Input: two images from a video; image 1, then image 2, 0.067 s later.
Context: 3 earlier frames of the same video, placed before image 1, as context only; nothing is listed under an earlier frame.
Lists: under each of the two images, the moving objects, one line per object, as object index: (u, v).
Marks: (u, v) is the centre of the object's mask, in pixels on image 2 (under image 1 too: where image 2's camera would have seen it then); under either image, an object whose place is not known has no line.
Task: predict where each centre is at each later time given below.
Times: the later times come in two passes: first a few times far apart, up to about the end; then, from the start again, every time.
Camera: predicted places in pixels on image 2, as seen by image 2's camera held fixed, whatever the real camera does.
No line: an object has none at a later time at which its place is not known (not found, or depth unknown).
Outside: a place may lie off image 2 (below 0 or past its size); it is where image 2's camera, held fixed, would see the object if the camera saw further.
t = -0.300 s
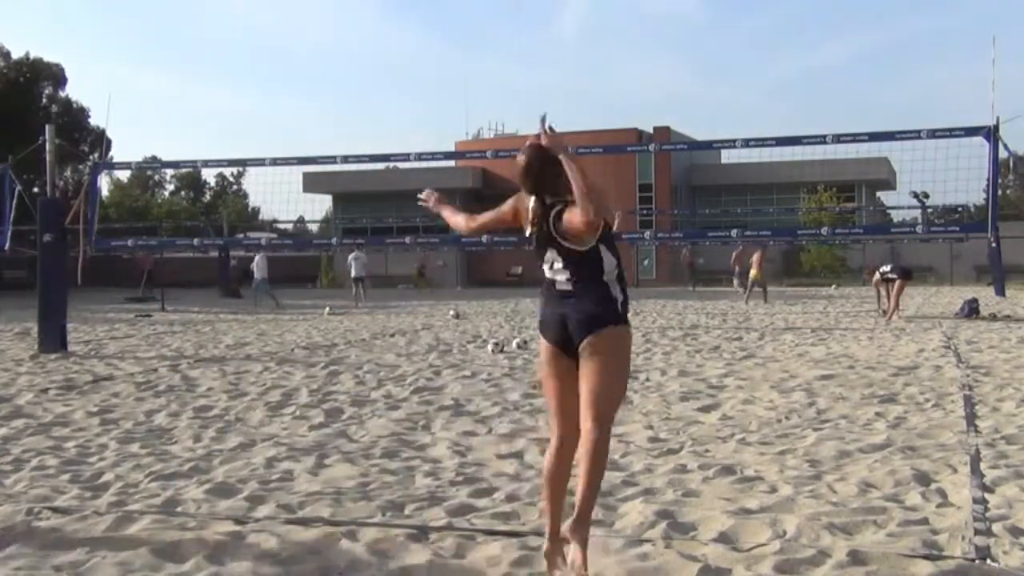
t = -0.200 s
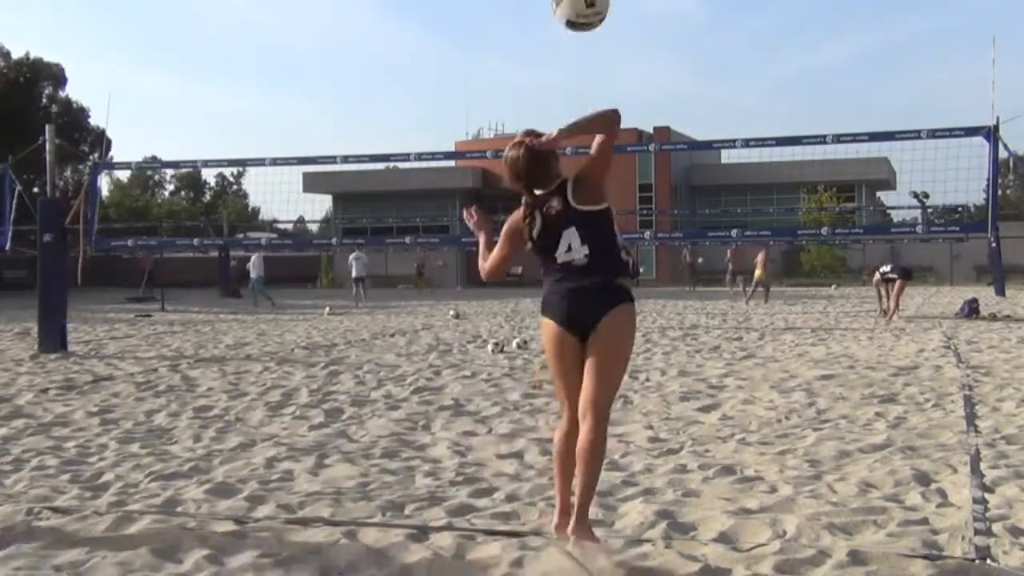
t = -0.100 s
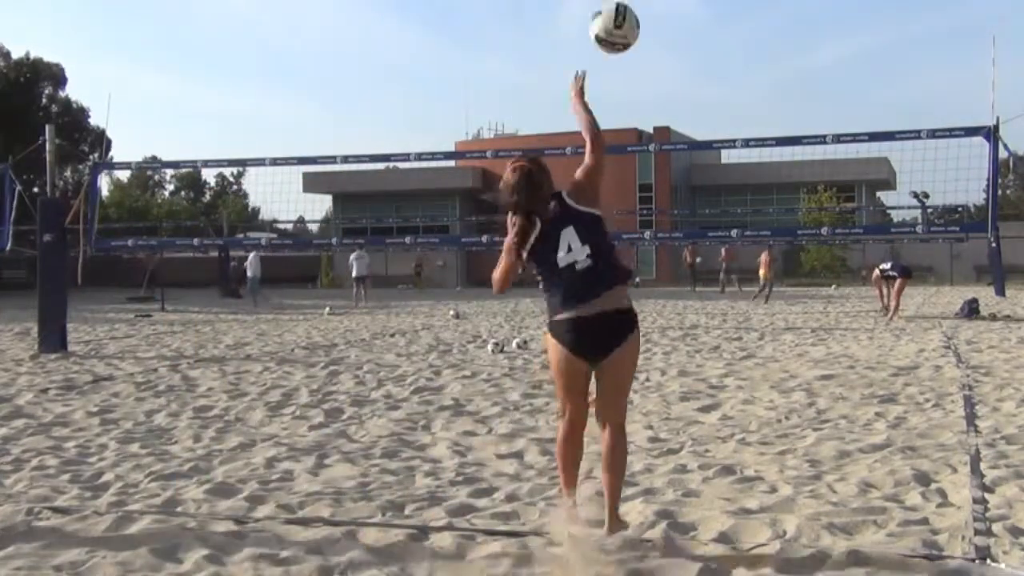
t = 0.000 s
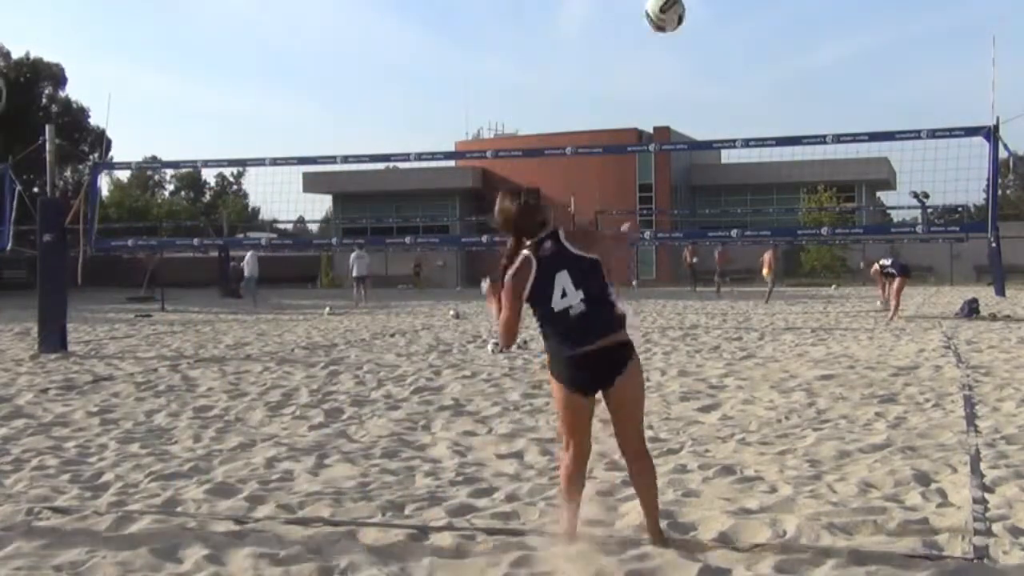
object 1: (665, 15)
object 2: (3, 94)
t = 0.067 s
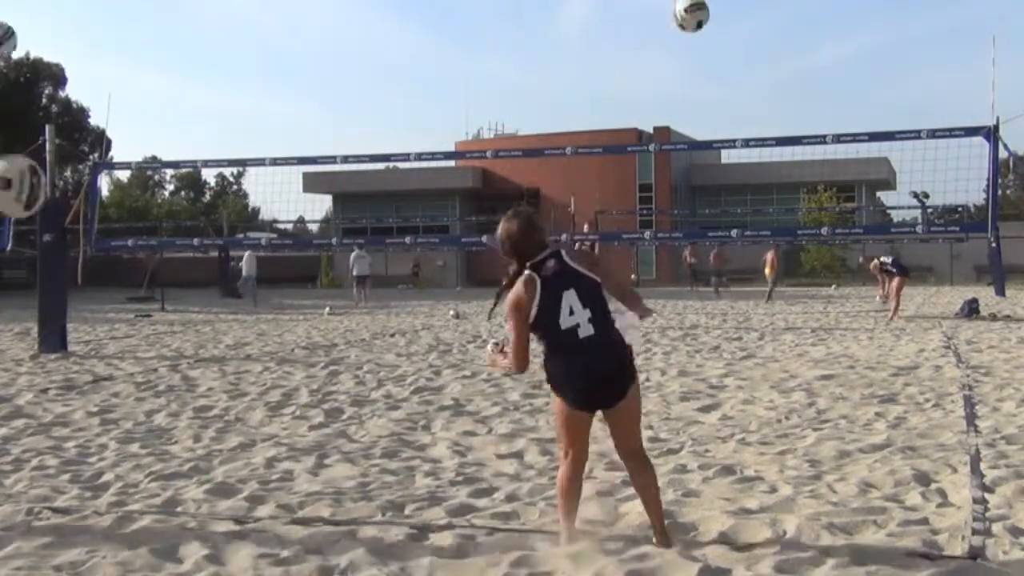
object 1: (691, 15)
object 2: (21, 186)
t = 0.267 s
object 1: (749, 55)
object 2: (134, 491)
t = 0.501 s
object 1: (786, 133)
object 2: (155, 443)
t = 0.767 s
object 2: (162, 439)
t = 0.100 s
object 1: (703, 17)
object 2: (35, 235)
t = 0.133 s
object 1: (714, 23)
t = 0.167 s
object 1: (725, 30)
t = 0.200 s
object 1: (733, 37)
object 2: (96, 387)
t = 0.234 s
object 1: (741, 45)
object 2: (114, 439)
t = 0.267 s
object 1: (749, 55)
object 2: (134, 491)
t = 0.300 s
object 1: (755, 65)
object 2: (153, 545)
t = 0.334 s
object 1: (761, 76)
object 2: (155, 536)
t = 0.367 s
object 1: (767, 88)
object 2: (155, 509)
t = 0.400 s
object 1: (772, 100)
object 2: (154, 488)
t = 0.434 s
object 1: (777, 112)
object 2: (154, 472)
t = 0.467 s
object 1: (781, 125)
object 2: (154, 455)
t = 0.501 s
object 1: (786, 133)
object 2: (155, 443)
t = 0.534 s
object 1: (789, 154)
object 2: (156, 433)
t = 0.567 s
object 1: (790, 164)
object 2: (157, 427)
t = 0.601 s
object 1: (792, 177)
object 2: (157, 422)
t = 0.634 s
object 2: (158, 421)
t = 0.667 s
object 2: (158, 421)
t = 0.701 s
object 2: (160, 424)
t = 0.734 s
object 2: (162, 432)
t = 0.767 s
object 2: (162, 439)
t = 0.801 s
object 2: (162, 447)
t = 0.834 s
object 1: (808, 273)
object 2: (164, 462)
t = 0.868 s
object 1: (810, 286)
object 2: (165, 481)
